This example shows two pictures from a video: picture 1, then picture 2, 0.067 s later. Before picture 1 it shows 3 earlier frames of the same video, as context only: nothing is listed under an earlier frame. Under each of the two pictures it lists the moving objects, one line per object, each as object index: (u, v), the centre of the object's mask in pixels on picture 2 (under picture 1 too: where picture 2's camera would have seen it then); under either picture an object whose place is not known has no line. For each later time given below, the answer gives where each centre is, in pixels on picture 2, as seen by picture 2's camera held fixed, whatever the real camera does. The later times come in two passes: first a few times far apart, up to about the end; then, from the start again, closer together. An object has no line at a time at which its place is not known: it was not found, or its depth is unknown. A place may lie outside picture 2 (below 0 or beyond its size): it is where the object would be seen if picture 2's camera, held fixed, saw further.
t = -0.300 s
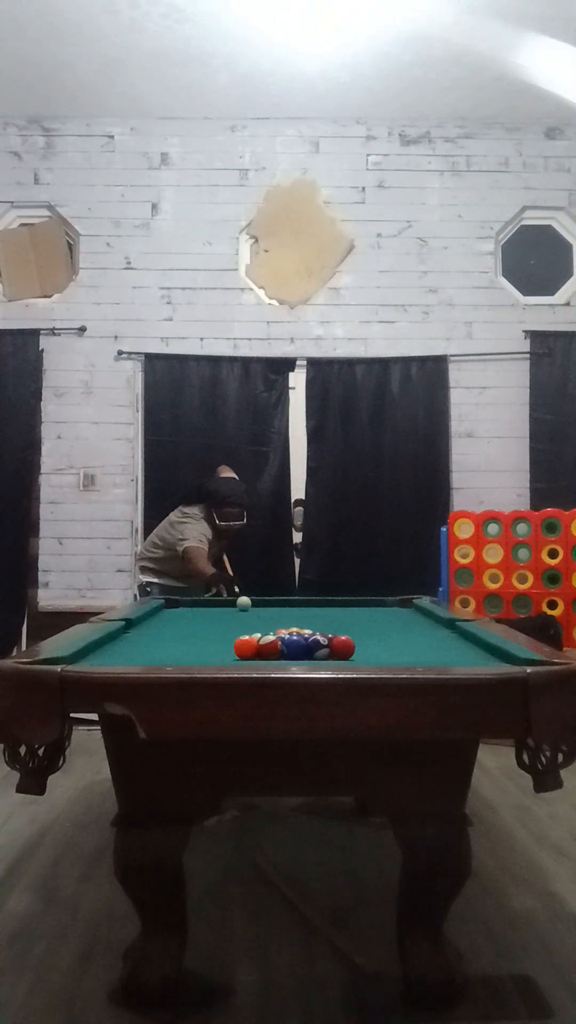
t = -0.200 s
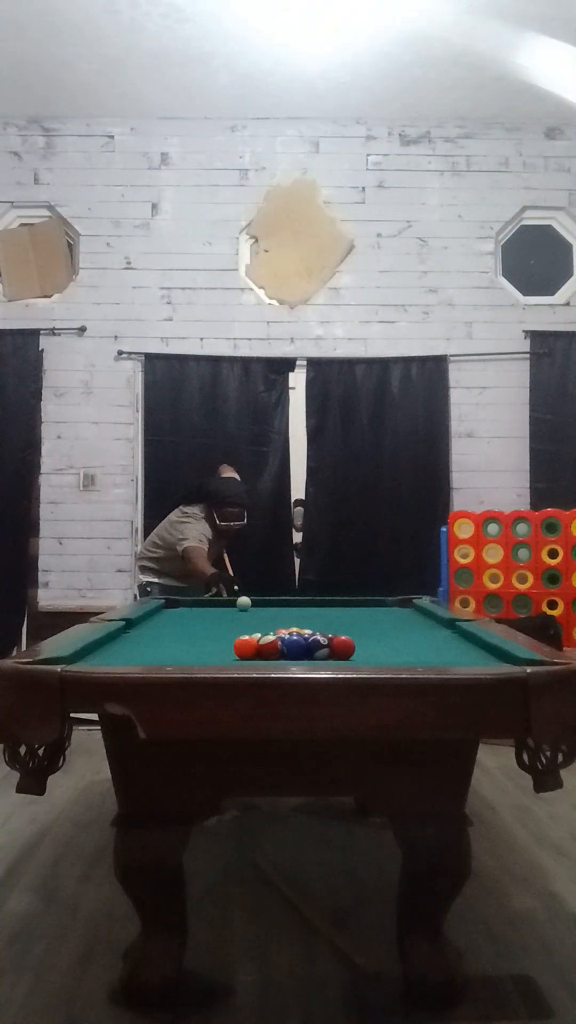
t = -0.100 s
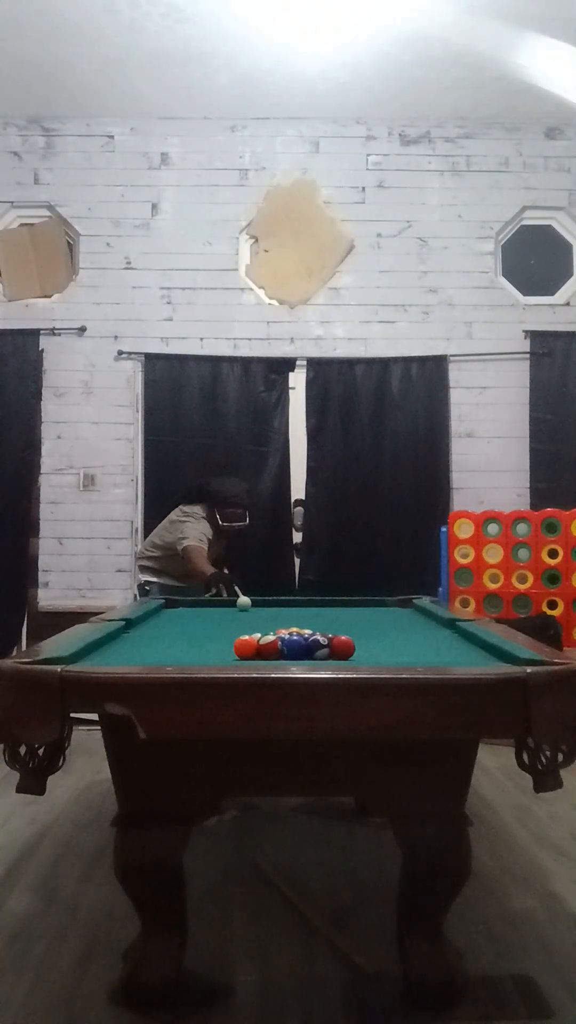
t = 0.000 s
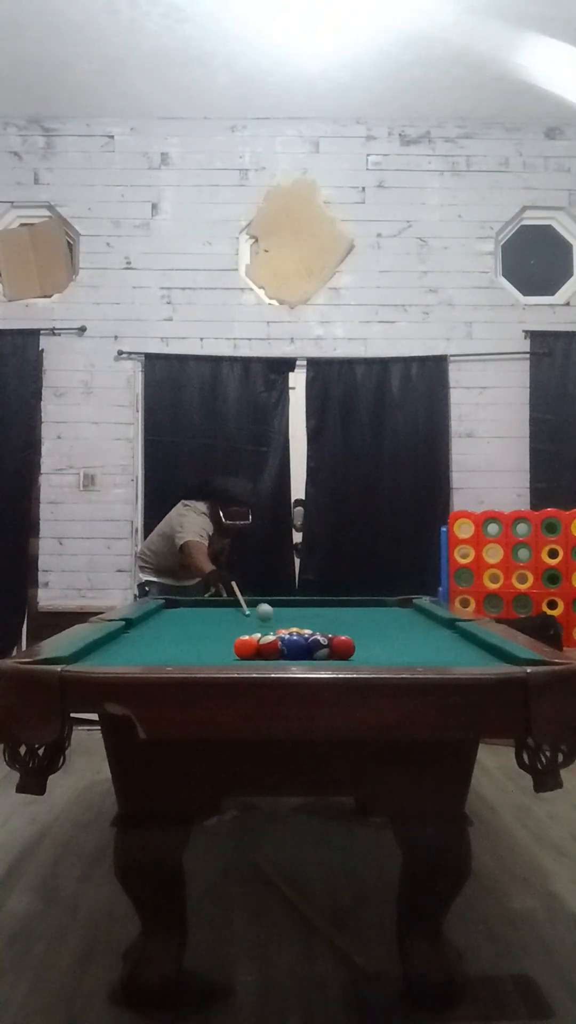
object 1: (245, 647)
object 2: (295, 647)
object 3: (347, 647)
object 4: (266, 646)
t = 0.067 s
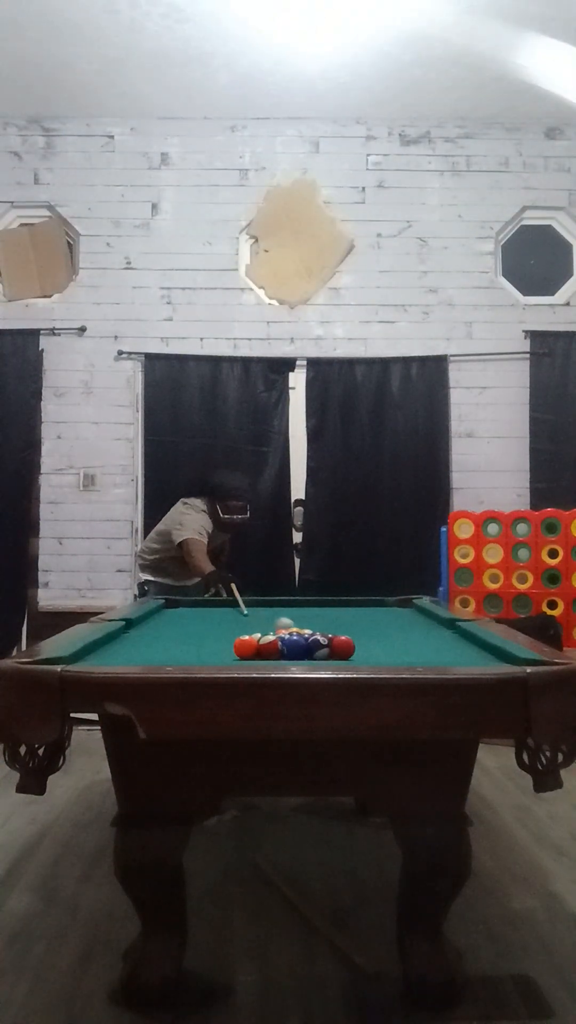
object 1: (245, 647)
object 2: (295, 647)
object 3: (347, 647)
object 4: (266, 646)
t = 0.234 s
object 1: (148, 656)
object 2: (290, 648)
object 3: (439, 656)
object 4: (247, 646)
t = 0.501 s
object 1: (85, 652)
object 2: (273, 653)
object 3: (496, 654)
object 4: (208, 652)
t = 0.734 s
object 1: (124, 647)
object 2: (259, 656)
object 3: (450, 649)
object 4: (171, 657)
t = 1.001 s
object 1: (163, 641)
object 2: (251, 655)
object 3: (405, 642)
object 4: (143, 655)
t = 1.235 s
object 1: (193, 636)
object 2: (245, 655)
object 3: (371, 636)
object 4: (129, 655)
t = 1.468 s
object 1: (220, 630)
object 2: (242, 654)
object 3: (341, 631)
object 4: (116, 653)
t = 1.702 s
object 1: (240, 628)
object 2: (239, 653)
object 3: (314, 625)
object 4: (104, 653)
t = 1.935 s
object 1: (247, 624)
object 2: (236, 653)
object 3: (288, 622)
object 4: (95, 653)
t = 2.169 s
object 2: (235, 653)
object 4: (87, 653)
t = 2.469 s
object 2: (234, 652)
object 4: (84, 653)
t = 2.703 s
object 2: (234, 653)
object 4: (82, 653)
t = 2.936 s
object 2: (234, 652)
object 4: (82, 653)
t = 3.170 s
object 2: (234, 652)
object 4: (82, 653)
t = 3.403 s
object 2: (234, 652)
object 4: (82, 653)
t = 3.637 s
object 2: (234, 652)
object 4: (82, 653)
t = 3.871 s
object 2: (234, 652)
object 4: (82, 653)
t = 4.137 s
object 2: (234, 652)
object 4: (82, 653)
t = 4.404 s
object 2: (234, 652)
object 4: (82, 653)
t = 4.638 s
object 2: (234, 652)
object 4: (82, 653)
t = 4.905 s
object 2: (234, 652)
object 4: (82, 652)
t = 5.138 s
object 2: (234, 652)
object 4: (82, 653)
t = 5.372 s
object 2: (234, 652)
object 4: (82, 653)
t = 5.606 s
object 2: (234, 652)
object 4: (82, 653)
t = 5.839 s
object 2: (234, 652)
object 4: (82, 652)
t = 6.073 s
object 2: (234, 652)
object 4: (82, 653)
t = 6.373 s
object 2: (234, 652)
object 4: (82, 653)
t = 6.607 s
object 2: (234, 652)
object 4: (82, 653)
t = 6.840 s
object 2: (234, 652)
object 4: (82, 653)
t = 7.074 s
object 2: (234, 653)
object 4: (82, 652)
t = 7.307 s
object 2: (234, 652)
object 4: (82, 653)
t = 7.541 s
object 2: (234, 652)
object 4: (82, 653)
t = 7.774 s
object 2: (234, 652)
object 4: (82, 653)
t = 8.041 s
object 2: (234, 652)
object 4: (82, 653)
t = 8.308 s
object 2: (234, 652)
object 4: (82, 653)
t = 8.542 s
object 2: (234, 652)
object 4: (82, 653)
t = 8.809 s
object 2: (234, 652)
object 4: (82, 653)
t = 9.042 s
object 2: (234, 653)
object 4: (82, 653)
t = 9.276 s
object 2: (234, 652)
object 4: (82, 653)
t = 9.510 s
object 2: (234, 652)
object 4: (82, 653)
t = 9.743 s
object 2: (234, 653)
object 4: (82, 653)
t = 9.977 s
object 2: (234, 652)
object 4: (82, 653)
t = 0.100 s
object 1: (242, 647)
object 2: (295, 647)
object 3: (348, 647)
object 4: (265, 647)
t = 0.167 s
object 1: (194, 652)
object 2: (289, 647)
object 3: (390, 653)
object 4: (254, 647)
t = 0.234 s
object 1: (148, 656)
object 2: (290, 648)
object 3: (439, 656)
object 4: (247, 646)
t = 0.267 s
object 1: (139, 655)
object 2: (286, 650)
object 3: (453, 656)
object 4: (243, 650)
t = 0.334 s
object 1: (122, 654)
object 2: (282, 651)
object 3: (472, 655)
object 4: (232, 650)
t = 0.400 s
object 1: (106, 653)
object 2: (278, 652)
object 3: (490, 655)
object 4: (223, 651)
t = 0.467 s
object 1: (91, 653)
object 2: (275, 653)
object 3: (503, 655)
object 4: (215, 652)
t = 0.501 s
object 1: (85, 652)
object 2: (273, 653)
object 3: (496, 654)
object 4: (208, 652)
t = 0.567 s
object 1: (96, 650)
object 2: (268, 654)
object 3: (482, 652)
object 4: (199, 653)
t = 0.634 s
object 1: (108, 649)
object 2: (265, 655)
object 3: (469, 651)
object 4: (188, 654)
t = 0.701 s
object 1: (119, 648)
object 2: (261, 655)
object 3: (456, 649)
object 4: (176, 657)
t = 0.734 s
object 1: (124, 647)
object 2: (259, 656)
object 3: (450, 649)
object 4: (171, 657)
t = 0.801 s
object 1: (135, 646)
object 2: (255, 656)
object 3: (438, 647)
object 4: (160, 655)
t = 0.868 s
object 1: (144, 643)
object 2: (253, 656)
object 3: (430, 641)
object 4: (152, 656)
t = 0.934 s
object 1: (154, 641)
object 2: (252, 656)
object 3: (414, 642)
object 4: (148, 655)
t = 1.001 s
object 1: (163, 641)
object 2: (251, 655)
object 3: (405, 642)
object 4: (143, 655)
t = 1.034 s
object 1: (168, 640)
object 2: (250, 656)
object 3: (400, 641)
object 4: (141, 655)
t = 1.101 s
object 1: (177, 639)
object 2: (248, 656)
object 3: (390, 639)
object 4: (137, 655)
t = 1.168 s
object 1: (185, 637)
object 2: (246, 655)
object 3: (381, 636)
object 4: (132, 655)
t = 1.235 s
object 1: (193, 636)
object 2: (245, 655)
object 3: (371, 636)
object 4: (129, 655)
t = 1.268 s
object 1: (197, 635)
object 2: (245, 655)
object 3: (367, 635)
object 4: (127, 654)
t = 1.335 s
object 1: (204, 633)
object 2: (244, 655)
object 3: (358, 634)
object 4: (123, 654)
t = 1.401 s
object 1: (212, 631)
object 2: (243, 655)
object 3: (349, 632)
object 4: (119, 654)
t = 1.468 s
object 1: (220, 630)
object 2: (242, 654)
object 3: (341, 631)
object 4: (116, 653)
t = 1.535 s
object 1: (226, 630)
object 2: (241, 654)
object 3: (333, 630)
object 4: (112, 654)
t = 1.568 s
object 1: (230, 630)
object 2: (241, 654)
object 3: (329, 629)
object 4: (110, 653)
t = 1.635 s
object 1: (237, 629)
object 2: (240, 653)
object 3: (322, 627)
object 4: (107, 653)
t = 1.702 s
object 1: (240, 628)
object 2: (239, 653)
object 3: (314, 625)
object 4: (104, 653)
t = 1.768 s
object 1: (242, 627)
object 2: (238, 653)
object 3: (305, 624)
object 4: (102, 653)
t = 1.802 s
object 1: (243, 626)
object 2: (238, 653)
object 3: (303, 623)
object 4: (100, 653)
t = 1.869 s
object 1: (245, 625)
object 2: (237, 653)
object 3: (296, 622)
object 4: (98, 653)
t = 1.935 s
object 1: (247, 624)
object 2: (236, 653)
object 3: (288, 622)
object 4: (95, 653)
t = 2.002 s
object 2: (236, 653)
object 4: (93, 653)
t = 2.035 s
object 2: (235, 653)
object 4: (92, 653)
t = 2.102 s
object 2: (235, 653)
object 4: (90, 653)
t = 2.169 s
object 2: (235, 653)
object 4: (87, 653)
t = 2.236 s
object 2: (234, 652)
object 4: (85, 653)
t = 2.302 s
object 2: (234, 652)
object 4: (83, 653)
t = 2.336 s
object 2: (234, 653)
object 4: (82, 653)
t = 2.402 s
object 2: (235, 652)
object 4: (83, 653)
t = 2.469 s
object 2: (234, 652)
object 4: (84, 653)
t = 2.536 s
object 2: (234, 652)
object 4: (84, 652)
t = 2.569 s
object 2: (234, 652)
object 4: (84, 652)
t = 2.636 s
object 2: (234, 652)
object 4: (83, 653)
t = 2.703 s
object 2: (234, 653)
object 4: (82, 653)
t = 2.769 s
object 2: (234, 653)
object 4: (82, 653)
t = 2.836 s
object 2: (234, 653)
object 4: (82, 653)
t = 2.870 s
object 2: (234, 653)
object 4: (82, 652)
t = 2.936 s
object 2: (234, 652)
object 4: (82, 653)
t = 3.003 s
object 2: (234, 652)
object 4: (82, 653)
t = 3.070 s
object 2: (234, 652)
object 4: (82, 653)
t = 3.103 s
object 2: (234, 653)
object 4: (82, 653)
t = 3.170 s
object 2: (234, 652)
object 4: (82, 653)
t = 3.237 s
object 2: (234, 652)
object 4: (82, 653)
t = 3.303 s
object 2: (234, 652)
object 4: (82, 653)
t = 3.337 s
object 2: (234, 652)
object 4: (82, 653)
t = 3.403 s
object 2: (234, 652)
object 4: (82, 653)
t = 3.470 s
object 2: (234, 652)
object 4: (82, 653)
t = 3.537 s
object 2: (234, 652)
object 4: (82, 653)
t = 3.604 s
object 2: (234, 652)
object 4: (82, 653)
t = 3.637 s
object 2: (234, 652)
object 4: (82, 653)
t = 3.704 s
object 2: (234, 652)
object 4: (82, 653)
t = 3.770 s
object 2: (234, 652)
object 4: (82, 653)
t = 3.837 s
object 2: (234, 652)
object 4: (82, 653)
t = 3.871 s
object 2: (234, 652)
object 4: (82, 653)
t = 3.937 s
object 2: (234, 652)
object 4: (82, 653)
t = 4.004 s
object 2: (234, 652)
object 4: (82, 653)
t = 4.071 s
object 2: (234, 652)
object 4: (82, 653)
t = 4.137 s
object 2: (234, 652)
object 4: (82, 653)
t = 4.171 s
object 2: (234, 652)
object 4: (82, 653)
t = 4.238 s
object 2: (234, 652)
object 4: (82, 653)
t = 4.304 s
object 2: (234, 652)
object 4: (82, 653)
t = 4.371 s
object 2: (234, 652)
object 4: (82, 653)
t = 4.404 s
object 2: (234, 652)
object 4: (82, 653)
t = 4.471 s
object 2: (234, 652)
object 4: (82, 652)
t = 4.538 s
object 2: (234, 652)
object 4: (82, 653)
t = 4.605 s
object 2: (234, 652)
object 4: (82, 653)
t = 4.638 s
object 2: (234, 652)
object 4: (82, 653)
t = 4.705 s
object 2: (234, 652)
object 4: (82, 653)
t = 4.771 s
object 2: (234, 652)
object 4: (82, 653)
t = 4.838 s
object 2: (235, 652)
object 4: (82, 652)
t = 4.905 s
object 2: (234, 652)
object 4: (82, 652)
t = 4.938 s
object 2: (235, 652)
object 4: (82, 652)
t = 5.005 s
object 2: (234, 652)
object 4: (82, 652)
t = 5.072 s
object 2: (234, 652)
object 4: (82, 652)
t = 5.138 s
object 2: (234, 652)
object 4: (82, 653)
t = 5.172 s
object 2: (234, 652)
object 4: (82, 653)
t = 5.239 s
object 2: (234, 652)
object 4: (82, 652)
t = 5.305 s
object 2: (234, 652)
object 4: (82, 653)
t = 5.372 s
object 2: (234, 652)
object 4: (82, 653)
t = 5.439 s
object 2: (234, 652)
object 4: (82, 653)
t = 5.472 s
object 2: (234, 652)
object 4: (82, 652)
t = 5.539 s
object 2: (234, 652)
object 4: (82, 653)
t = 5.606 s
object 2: (234, 652)
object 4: (82, 653)
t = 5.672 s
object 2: (234, 652)
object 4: (82, 653)
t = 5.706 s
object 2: (234, 652)
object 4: (82, 653)
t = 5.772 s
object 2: (234, 652)
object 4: (82, 652)
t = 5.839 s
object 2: (234, 652)
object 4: (82, 652)
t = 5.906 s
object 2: (234, 652)
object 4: (82, 653)
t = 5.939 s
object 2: (234, 652)
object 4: (82, 653)
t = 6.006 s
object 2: (234, 652)
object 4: (82, 653)
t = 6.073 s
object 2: (234, 652)
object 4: (82, 653)
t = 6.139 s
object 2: (234, 652)
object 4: (82, 653)
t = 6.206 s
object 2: (234, 652)
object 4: (82, 653)
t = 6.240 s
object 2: (234, 652)
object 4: (82, 653)
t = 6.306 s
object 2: (234, 652)
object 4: (82, 653)
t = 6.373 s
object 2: (234, 652)
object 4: (82, 653)
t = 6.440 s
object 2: (234, 652)
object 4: (82, 653)
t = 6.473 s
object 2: (234, 652)
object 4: (82, 653)
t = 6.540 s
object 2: (234, 652)
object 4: (82, 653)
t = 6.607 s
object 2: (234, 652)
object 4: (82, 653)
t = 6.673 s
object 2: (234, 652)
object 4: (82, 653)
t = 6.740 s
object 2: (234, 652)
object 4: (82, 653)
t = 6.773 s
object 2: (234, 652)
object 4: (82, 653)
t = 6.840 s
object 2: (234, 652)
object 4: (82, 653)
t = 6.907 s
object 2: (234, 652)
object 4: (82, 653)
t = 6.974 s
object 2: (234, 653)
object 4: (82, 653)
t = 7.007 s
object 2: (234, 652)
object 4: (82, 653)
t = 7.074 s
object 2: (234, 653)
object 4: (82, 652)
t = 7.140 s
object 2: (234, 653)
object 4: (82, 653)
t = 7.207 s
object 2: (234, 652)
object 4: (82, 652)
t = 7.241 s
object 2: (234, 652)
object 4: (82, 653)
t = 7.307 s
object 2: (234, 652)
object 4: (82, 653)
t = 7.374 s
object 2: (234, 652)
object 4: (82, 653)
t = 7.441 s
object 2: (234, 652)
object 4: (82, 653)
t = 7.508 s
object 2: (234, 652)
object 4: (82, 653)
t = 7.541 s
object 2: (234, 652)
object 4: (82, 653)
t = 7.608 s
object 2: (234, 652)
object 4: (82, 653)
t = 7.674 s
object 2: (234, 652)
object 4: (82, 653)
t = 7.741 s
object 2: (234, 652)
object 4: (82, 653)
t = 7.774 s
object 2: (234, 652)
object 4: (82, 653)
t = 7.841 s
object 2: (234, 652)
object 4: (82, 653)
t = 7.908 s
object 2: (234, 652)
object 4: (82, 653)
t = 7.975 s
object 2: (234, 652)
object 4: (82, 653)
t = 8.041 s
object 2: (234, 652)
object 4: (82, 653)
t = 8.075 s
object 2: (234, 652)
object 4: (82, 653)
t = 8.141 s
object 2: (234, 652)
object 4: (82, 653)
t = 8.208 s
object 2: (234, 653)
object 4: (82, 653)
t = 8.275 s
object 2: (234, 652)
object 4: (82, 653)
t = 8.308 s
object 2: (234, 652)
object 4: (82, 653)
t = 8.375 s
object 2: (234, 652)
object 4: (82, 653)
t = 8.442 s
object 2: (234, 652)
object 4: (82, 653)
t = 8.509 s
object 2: (234, 652)
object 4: (82, 653)
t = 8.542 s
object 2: (234, 652)
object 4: (82, 653)
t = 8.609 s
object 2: (234, 652)
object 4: (82, 653)
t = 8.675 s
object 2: (234, 652)
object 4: (82, 653)
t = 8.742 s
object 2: (234, 652)
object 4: (82, 653)
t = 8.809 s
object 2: (234, 652)
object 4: (82, 653)
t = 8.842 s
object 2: (234, 653)
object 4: (82, 653)
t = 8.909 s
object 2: (234, 653)
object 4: (82, 653)
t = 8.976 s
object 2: (234, 653)
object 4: (82, 653)
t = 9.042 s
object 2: (234, 653)
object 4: (82, 653)
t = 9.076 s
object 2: (234, 652)
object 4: (82, 653)
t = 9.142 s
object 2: (234, 653)
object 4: (82, 653)
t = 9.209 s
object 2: (234, 652)
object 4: (82, 653)
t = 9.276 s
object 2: (234, 652)
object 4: (82, 653)
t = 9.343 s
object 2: (234, 652)
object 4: (82, 653)
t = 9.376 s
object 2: (234, 652)
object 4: (82, 653)
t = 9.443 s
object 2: (234, 652)
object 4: (82, 653)
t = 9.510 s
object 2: (234, 652)
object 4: (82, 653)
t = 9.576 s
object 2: (234, 652)
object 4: (82, 653)
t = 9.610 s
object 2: (234, 652)
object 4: (82, 653)
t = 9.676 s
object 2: (234, 652)
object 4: (82, 653)
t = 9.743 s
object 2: (234, 653)
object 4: (82, 653)
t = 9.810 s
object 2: (234, 652)
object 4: (82, 653)
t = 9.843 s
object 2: (234, 652)
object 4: (82, 653)
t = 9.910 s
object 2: (234, 652)
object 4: (82, 653)
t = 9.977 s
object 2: (234, 652)
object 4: (82, 653)
